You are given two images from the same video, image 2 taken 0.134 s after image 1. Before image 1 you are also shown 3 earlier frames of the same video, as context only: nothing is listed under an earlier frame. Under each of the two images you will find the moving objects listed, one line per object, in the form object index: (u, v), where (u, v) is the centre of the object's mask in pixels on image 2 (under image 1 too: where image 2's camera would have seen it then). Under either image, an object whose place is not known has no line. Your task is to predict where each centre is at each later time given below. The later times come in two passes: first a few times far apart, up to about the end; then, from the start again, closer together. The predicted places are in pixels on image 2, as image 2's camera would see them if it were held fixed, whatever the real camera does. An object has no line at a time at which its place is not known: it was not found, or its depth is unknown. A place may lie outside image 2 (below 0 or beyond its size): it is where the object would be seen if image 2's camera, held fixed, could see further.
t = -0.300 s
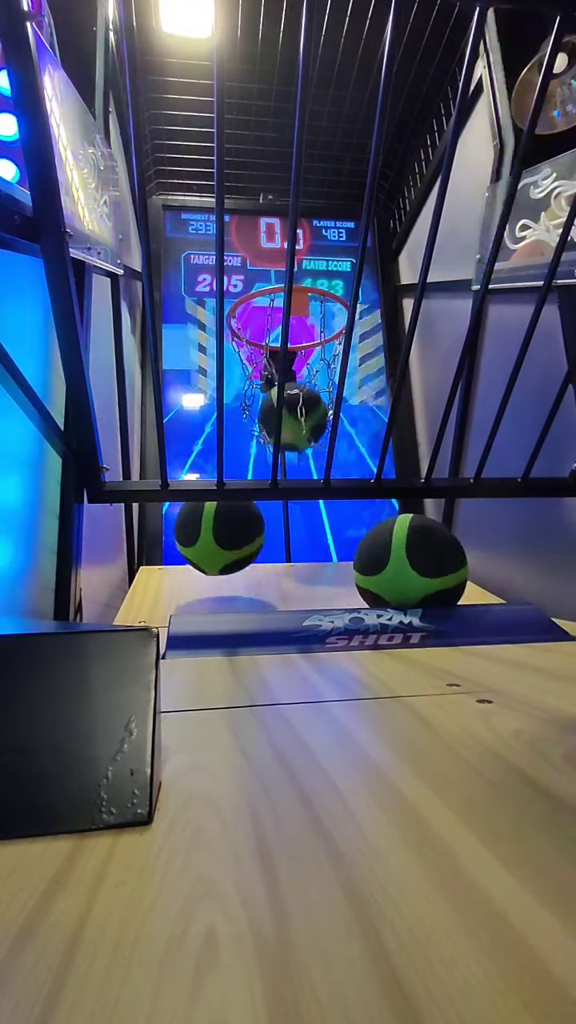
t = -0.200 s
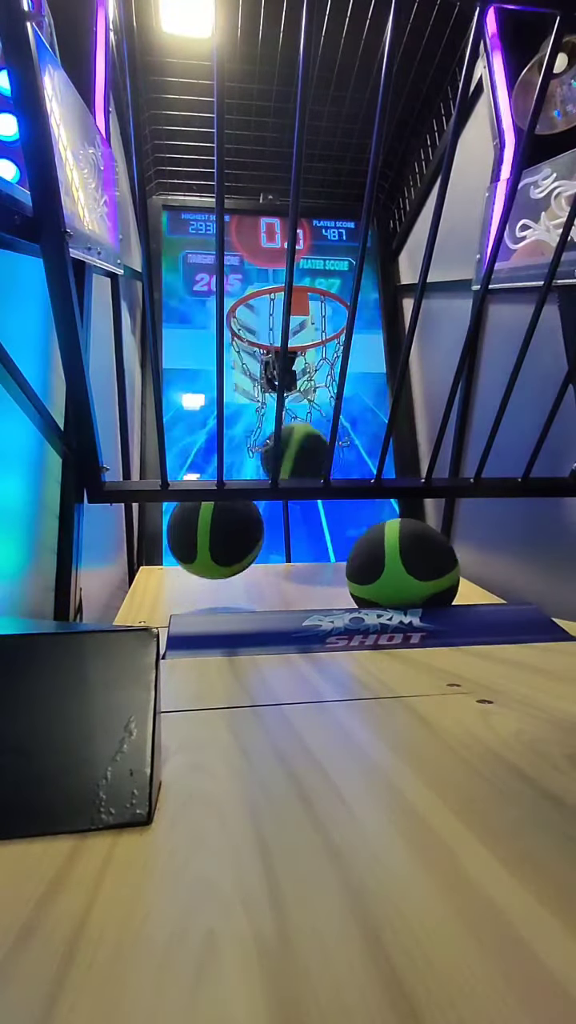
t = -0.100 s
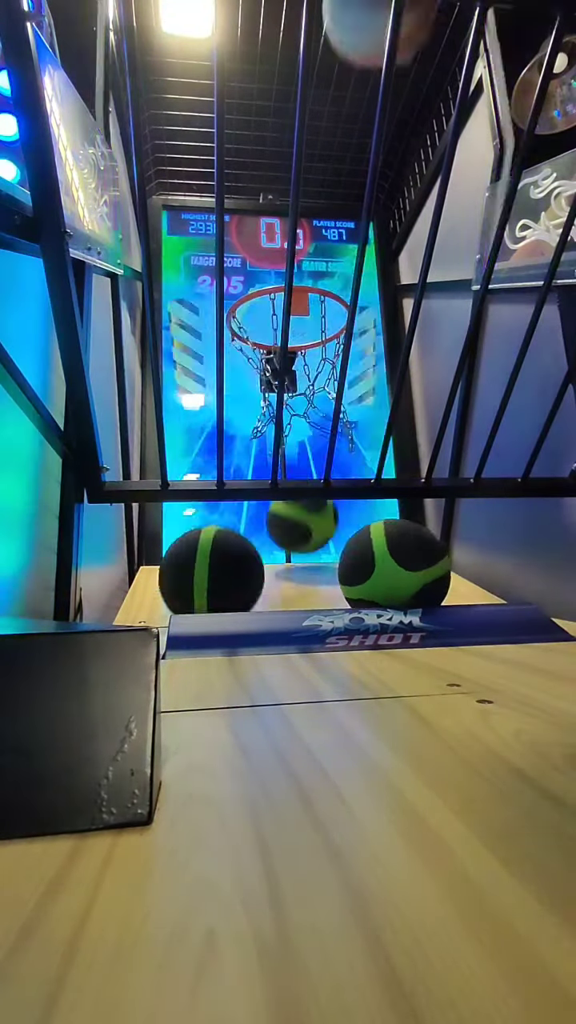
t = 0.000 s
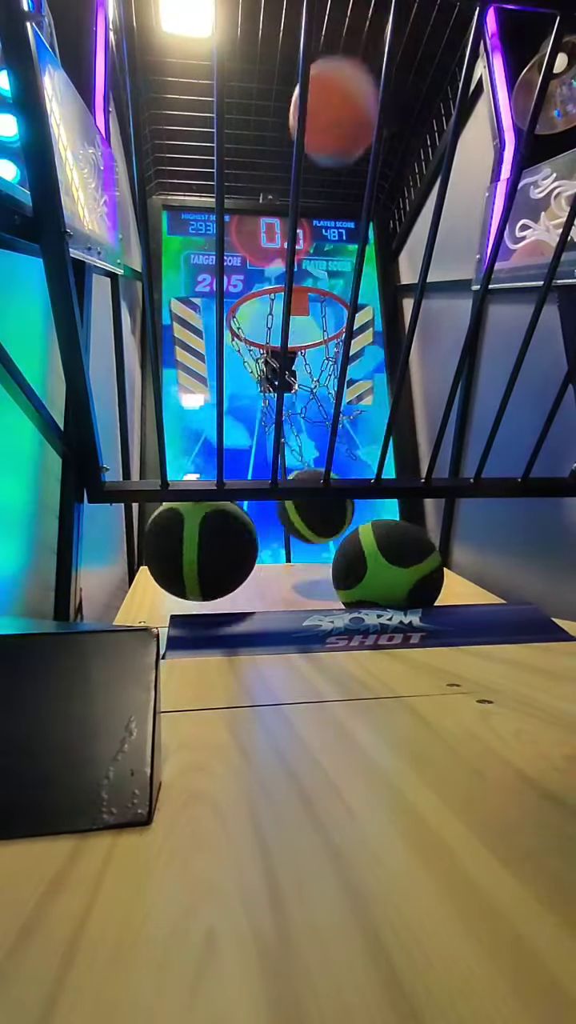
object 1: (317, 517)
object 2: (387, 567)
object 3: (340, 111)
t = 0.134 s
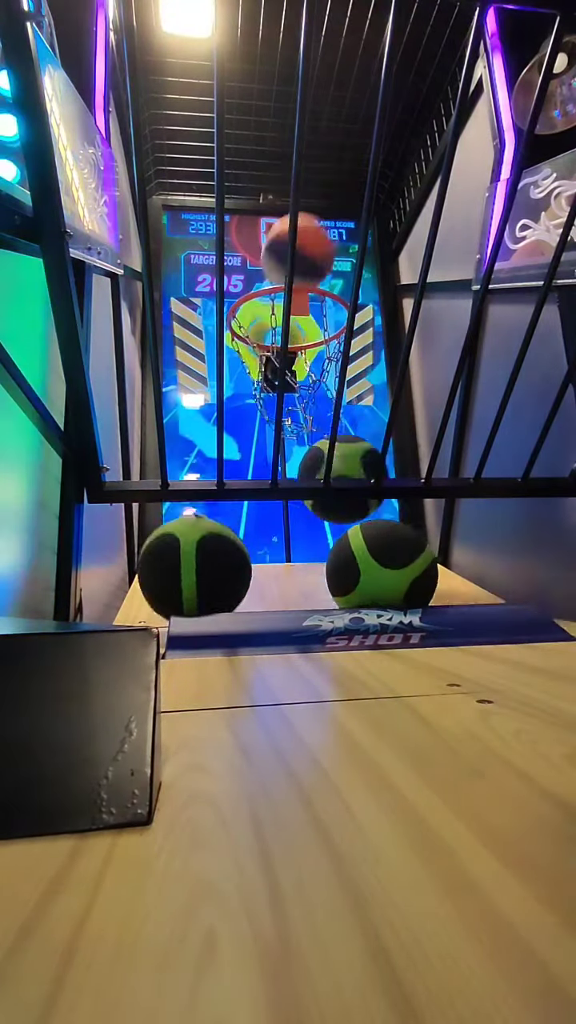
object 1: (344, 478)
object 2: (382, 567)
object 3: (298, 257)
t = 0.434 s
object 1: (416, 383)
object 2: (378, 560)
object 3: (306, 304)
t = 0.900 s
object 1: (447, 438)
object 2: (348, 568)
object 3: (312, 381)
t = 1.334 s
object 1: (424, 493)
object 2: (356, 567)
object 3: (303, 530)
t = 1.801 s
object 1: (465, 560)
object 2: (359, 568)
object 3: (386, 477)
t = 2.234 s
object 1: (530, 566)
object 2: (335, 568)
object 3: (436, 567)
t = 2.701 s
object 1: (531, 565)
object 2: (304, 571)
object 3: (441, 565)
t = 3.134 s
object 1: (530, 565)
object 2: (296, 569)
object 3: (428, 567)
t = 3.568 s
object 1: (522, 564)
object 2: (299, 568)
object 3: (423, 567)
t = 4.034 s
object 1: (509, 564)
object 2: (299, 569)
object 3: (407, 568)
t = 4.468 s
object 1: (502, 565)
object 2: (300, 569)
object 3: (417, 568)
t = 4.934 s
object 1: (505, 567)
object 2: (300, 569)
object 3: (425, 567)
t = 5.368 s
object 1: (506, 566)
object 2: (300, 569)
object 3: (425, 566)
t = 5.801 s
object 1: (506, 564)
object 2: (300, 569)
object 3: (425, 566)
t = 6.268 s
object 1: (507, 563)
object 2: (300, 569)
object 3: (425, 566)
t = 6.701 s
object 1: (507, 564)
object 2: (300, 569)
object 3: (425, 566)
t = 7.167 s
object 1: (507, 562)
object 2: (300, 569)
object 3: (425, 566)
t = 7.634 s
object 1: (507, 562)
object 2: (300, 569)
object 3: (425, 566)
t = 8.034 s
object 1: (507, 562)
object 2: (300, 569)
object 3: (425, 566)
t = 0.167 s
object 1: (349, 478)
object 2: (381, 567)
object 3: (292, 288)
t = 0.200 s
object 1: (361, 479)
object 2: (380, 569)
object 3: (282, 322)
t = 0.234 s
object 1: (373, 466)
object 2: (381, 567)
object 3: (281, 313)
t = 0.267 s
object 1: (379, 441)
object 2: (381, 564)
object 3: (278, 301)
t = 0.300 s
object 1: (383, 430)
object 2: (381, 561)
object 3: (284, 301)
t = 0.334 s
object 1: (391, 415)
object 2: (380, 560)
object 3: (298, 303)
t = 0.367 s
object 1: (398, 400)
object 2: (380, 560)
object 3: (313, 308)
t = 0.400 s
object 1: (407, 390)
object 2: (379, 559)
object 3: (315, 312)
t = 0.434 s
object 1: (416, 383)
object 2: (378, 560)
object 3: (306, 304)
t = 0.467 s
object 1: (423, 375)
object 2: (377, 562)
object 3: (298, 299)
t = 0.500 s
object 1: (431, 370)
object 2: (375, 564)
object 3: (292, 297)
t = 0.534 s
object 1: (438, 366)
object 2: (373, 568)
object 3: (283, 298)
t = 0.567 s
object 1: (451, 365)
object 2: (370, 567)
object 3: (276, 302)
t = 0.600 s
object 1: (455, 366)
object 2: (367, 567)
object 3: (270, 309)
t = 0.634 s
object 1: (458, 368)
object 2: (364, 568)
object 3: (266, 318)
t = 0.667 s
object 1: (464, 372)
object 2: (362, 568)
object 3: (268, 327)
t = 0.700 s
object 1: (463, 374)
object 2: (359, 568)
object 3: (275, 330)
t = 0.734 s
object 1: (462, 381)
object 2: (357, 568)
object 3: (280, 342)
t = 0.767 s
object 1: (461, 394)
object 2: (355, 568)
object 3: (291, 354)
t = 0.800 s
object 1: (459, 406)
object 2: (352, 568)
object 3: (297, 361)
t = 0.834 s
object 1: (455, 414)
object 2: (351, 568)
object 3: (310, 367)
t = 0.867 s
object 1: (450, 428)
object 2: (349, 568)
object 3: (312, 374)
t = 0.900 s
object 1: (447, 438)
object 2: (348, 568)
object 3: (312, 381)
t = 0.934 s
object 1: (442, 444)
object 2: (347, 568)
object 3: (311, 390)
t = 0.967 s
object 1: (437, 452)
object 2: (347, 568)
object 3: (311, 402)
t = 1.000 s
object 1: (433, 474)
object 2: (347, 568)
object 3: (318, 416)
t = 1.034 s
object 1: (429, 500)
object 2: (347, 568)
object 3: (320, 425)
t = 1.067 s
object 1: (427, 529)
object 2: (346, 568)
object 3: (319, 428)
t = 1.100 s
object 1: (425, 550)
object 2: (345, 568)
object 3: (317, 434)
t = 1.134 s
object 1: (423, 559)
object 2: (346, 568)
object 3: (316, 443)
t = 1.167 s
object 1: (425, 536)
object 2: (348, 568)
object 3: (315, 452)
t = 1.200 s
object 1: (422, 526)
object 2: (350, 568)
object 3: (316, 462)
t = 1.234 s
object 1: (420, 521)
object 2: (352, 568)
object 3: (312, 500)
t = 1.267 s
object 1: (416, 502)
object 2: (353, 568)
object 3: (309, 519)
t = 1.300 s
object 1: (423, 493)
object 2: (355, 568)
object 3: (299, 540)
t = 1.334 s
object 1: (424, 493)
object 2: (356, 567)
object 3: (303, 530)
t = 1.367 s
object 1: (423, 495)
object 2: (356, 565)
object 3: (308, 520)
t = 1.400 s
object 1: (427, 516)
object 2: (356, 565)
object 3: (316, 515)
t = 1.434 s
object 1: (431, 523)
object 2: (357, 568)
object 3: (321, 506)
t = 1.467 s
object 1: (436, 532)
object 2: (356, 568)
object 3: (330, 498)
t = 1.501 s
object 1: (441, 548)
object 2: (355, 568)
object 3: (337, 497)
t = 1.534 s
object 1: (444, 565)
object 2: (355, 568)
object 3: (340, 498)
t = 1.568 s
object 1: (447, 551)
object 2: (355, 568)
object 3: (347, 499)
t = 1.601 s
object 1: (448, 540)
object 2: (357, 568)
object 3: (352, 499)
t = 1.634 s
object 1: (454, 535)
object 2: (360, 567)
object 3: (356, 478)
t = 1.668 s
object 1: (459, 533)
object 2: (360, 565)
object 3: (366, 468)
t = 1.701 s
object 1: (464, 533)
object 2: (361, 564)
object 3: (371, 464)
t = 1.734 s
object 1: (463, 536)
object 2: (361, 566)
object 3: (374, 462)
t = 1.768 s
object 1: (466, 545)
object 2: (360, 567)
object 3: (377, 467)
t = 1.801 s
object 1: (465, 560)
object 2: (359, 568)
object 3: (386, 477)
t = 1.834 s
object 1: (465, 564)
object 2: (359, 569)
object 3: (392, 498)
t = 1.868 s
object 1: (472, 561)
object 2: (358, 566)
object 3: (395, 478)
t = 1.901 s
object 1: (483, 563)
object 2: (357, 565)
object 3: (393, 473)
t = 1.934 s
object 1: (493, 565)
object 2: (355, 566)
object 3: (392, 470)
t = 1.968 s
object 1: (499, 562)
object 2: (354, 568)
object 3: (392, 471)
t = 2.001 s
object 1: (506, 562)
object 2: (352, 566)
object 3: (394, 478)
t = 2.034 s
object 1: (514, 565)
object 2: (351, 566)
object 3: (398, 498)
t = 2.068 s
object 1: (521, 564)
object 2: (349, 566)
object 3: (406, 510)
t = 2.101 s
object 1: (526, 563)
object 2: (347, 569)
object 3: (410, 526)
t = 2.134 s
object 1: (530, 564)
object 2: (344, 568)
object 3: (417, 531)
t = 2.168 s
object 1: (531, 565)
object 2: (341, 568)
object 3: (424, 539)
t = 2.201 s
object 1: (531, 565)
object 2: (338, 568)
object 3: (432, 554)
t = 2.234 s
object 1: (530, 566)
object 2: (335, 568)
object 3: (436, 567)
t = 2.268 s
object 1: (532, 564)
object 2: (332, 568)
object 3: (440, 559)
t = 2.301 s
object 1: (530, 563)
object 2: (330, 568)
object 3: (439, 552)
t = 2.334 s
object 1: (529, 564)
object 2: (327, 569)
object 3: (439, 549)
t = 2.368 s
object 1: (529, 564)
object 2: (324, 569)
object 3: (438, 550)
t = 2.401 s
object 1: (529, 565)
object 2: (322, 569)
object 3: (439, 556)
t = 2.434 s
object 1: (529, 564)
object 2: (319, 569)
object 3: (439, 564)
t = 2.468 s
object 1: (529, 566)
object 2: (317, 570)
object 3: (442, 563)
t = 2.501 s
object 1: (531, 566)
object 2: (315, 570)
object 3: (443, 560)
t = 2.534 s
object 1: (530, 565)
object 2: (313, 570)
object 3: (443, 560)
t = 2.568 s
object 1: (530, 565)
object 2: (311, 570)
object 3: (443, 564)
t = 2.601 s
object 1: (530, 565)
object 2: (309, 570)
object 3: (442, 565)
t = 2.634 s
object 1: (531, 565)
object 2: (307, 570)
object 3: (442, 564)
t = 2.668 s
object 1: (531, 565)
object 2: (305, 570)
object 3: (441, 565)
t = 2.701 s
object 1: (531, 565)
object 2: (304, 571)
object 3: (441, 565)
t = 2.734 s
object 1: (531, 565)
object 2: (302, 571)
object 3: (440, 565)
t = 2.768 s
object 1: (531, 565)
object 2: (301, 571)
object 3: (439, 565)
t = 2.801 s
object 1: (531, 565)
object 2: (300, 571)
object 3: (438, 566)
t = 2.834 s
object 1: (531, 565)
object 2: (299, 571)
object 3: (437, 566)
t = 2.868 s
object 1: (531, 565)
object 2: (298, 571)
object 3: (436, 566)
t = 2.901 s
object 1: (531, 566)
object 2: (297, 571)
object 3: (436, 566)
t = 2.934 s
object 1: (530, 565)
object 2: (296, 571)
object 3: (435, 566)
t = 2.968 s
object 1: (530, 565)
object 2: (296, 571)
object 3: (434, 566)
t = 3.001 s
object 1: (530, 565)
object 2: (296, 569)
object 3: (432, 567)
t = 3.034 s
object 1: (530, 565)
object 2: (296, 569)
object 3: (431, 567)
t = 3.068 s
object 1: (530, 565)
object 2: (296, 569)
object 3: (430, 567)
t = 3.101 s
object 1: (530, 565)
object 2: (295, 571)
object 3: (429, 567)
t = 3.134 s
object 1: (530, 565)
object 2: (296, 569)
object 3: (428, 567)
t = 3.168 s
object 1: (529, 565)
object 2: (296, 569)
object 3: (427, 567)
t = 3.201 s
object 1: (529, 565)
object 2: (296, 569)
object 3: (426, 567)
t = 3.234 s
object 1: (528, 565)
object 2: (296, 569)
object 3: (425, 566)
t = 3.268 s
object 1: (528, 565)
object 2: (297, 569)
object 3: (424, 566)
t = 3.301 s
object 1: (527, 565)
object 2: (297, 569)
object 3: (424, 566)
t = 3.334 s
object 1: (527, 565)
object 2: (298, 569)
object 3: (423, 566)
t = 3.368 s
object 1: (526, 565)
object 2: (298, 568)
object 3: (423, 566)
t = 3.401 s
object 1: (525, 564)
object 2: (298, 568)
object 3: (422, 566)
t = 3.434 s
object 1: (525, 565)
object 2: (298, 569)
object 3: (422, 567)
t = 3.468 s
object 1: (524, 564)
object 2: (298, 568)
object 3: (422, 567)
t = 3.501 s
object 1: (523, 564)
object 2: (299, 568)
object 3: (422, 567)
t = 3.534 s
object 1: (523, 564)
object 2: (299, 568)
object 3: (423, 567)
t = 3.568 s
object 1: (522, 564)
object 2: (299, 568)
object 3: (423, 567)
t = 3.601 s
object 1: (522, 564)
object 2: (299, 569)
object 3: (422, 565)
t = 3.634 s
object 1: (520, 564)
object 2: (299, 568)
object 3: (420, 563)
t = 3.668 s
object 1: (519, 564)
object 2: (300, 569)
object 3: (418, 564)
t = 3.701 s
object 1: (519, 564)
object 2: (300, 569)
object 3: (417, 567)
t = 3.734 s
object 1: (518, 564)
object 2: (300, 569)
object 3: (414, 567)
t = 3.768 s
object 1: (517, 564)
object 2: (300, 569)
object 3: (412, 567)
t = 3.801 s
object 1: (516, 564)
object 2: (300, 569)
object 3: (410, 567)
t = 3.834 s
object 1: (515, 564)
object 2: (300, 569)
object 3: (409, 567)
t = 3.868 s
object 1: (514, 564)
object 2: (300, 569)
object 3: (407, 568)
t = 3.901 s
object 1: (513, 564)
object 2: (300, 569)
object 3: (406, 567)
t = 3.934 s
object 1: (512, 564)
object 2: (299, 569)
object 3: (406, 567)
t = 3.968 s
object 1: (511, 564)
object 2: (299, 569)
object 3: (406, 567)
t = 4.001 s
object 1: (510, 564)
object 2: (299, 569)
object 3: (407, 568)
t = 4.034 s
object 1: (509, 564)
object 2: (299, 569)
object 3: (407, 568)
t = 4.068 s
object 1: (509, 564)
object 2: (299, 569)
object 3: (408, 568)
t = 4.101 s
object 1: (508, 564)
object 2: (299, 569)
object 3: (409, 568)
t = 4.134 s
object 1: (507, 564)
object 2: (299, 569)
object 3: (410, 568)
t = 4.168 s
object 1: (506, 564)
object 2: (299, 569)
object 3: (411, 568)
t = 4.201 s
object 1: (506, 565)
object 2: (299, 569)
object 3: (413, 568)
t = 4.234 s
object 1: (505, 565)
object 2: (299, 569)
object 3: (413, 567)
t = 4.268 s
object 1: (505, 565)
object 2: (299, 569)
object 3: (414, 568)
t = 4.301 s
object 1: (504, 565)
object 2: (300, 569)
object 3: (414, 568)
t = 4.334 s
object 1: (504, 565)
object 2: (300, 568)
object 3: (414, 568)
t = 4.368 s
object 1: (503, 564)
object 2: (300, 568)
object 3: (414, 567)
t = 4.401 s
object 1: (503, 565)
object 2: (300, 569)
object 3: (415, 567)
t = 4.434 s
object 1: (503, 564)
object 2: (300, 568)
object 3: (416, 567)
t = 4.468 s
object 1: (502, 565)
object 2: (300, 569)
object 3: (417, 568)
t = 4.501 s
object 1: (502, 565)
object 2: (300, 569)
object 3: (418, 568)
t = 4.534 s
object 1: (503, 565)
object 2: (300, 569)
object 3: (419, 568)
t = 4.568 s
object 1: (503, 565)
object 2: (300, 569)
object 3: (421, 567)
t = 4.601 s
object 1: (503, 565)
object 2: (300, 569)
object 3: (421, 567)
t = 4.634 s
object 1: (503, 565)
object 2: (300, 569)
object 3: (422, 567)
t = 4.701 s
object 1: (504, 565)
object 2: (300, 569)
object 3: (423, 567)
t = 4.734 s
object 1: (504, 564)
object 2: (300, 569)
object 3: (424, 567)
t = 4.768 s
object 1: (504, 564)
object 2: (300, 569)
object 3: (425, 567)
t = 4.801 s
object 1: (505, 564)
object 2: (300, 569)
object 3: (426, 567)
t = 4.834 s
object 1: (505, 564)
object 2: (300, 569)
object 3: (425, 567)
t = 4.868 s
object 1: (505, 565)
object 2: (300, 569)
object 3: (425, 567)
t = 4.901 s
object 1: (505, 565)
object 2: (301, 569)
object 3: (425, 567)
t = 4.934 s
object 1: (505, 567)
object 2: (300, 569)
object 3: (425, 567)
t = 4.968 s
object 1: (505, 567)
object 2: (301, 570)
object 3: (425, 567)
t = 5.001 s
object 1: (505, 567)
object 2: (300, 570)
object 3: (425, 567)
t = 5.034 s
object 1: (505, 567)
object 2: (300, 570)
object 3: (425, 567)
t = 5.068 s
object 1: (505, 567)
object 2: (300, 570)
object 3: (425, 567)
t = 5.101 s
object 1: (506, 567)
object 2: (300, 570)
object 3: (425, 567)
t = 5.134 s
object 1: (506, 567)
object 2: (300, 570)
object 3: (425, 567)
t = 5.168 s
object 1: (506, 567)
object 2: (300, 569)
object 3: (425, 567)
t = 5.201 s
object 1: (506, 567)
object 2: (300, 569)
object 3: (425, 567)
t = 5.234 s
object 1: (506, 567)
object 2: (300, 569)
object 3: (425, 567)
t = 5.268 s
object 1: (506, 567)
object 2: (300, 569)
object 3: (425, 567)
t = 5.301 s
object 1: (505, 567)
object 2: (300, 569)
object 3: (425, 567)
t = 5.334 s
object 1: (506, 567)
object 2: (300, 569)
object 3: (425, 566)
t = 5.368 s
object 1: (506, 566)
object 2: (300, 569)
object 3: (425, 566)
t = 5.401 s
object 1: (506, 566)
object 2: (300, 569)
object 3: (425, 566)
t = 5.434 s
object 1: (506, 566)
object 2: (300, 569)
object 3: (425, 566)
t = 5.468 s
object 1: (506, 566)
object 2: (300, 569)
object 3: (425, 566)
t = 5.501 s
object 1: (506, 565)
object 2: (300, 569)
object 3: (425, 566)
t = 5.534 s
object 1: (506, 565)
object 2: (300, 569)
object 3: (425, 566)
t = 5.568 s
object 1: (506, 565)
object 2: (300, 569)
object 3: (425, 566)
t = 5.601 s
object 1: (506, 565)
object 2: (300, 569)
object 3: (425, 566)
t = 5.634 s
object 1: (506, 564)
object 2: (300, 569)
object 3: (425, 566)
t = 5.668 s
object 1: (506, 564)
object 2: (300, 569)
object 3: (425, 566)
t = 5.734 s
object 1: (506, 564)
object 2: (300, 569)
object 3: (425, 566)
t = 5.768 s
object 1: (506, 564)
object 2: (300, 569)
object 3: (425, 566)
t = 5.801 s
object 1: (506, 564)
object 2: (300, 569)
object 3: (425, 566)
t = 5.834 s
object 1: (507, 564)
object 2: (300, 569)
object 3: (425, 566)
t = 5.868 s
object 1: (507, 564)
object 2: (300, 569)
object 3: (425, 566)
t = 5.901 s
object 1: (507, 564)
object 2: (300, 569)
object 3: (425, 566)
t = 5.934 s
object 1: (507, 564)
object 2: (300, 569)
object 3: (425, 566)
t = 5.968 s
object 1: (507, 564)
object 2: (300, 569)
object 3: (425, 566)
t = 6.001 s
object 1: (507, 564)
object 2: (300, 569)
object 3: (425, 566)
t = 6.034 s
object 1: (507, 564)
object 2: (300, 569)
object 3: (425, 566)
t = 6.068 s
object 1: (507, 564)
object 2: (300, 569)
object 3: (425, 566)
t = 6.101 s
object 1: (507, 564)
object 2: (300, 569)
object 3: (425, 566)
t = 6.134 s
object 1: (507, 564)
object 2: (300, 569)
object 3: (425, 566)
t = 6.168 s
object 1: (507, 564)
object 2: (300, 569)
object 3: (425, 566)
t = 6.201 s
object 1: (507, 564)
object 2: (300, 569)
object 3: (425, 566)
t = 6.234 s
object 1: (507, 563)
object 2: (300, 569)
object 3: (425, 566)
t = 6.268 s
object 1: (507, 563)
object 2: (300, 569)
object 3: (425, 566)
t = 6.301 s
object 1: (507, 564)
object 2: (300, 569)
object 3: (425, 566)
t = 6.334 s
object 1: (507, 564)
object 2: (300, 569)
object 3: (425, 566)
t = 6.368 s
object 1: (507, 564)
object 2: (300, 569)
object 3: (425, 566)
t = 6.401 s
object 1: (507, 564)
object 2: (300, 569)
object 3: (425, 566)
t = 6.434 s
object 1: (507, 564)
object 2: (300, 569)
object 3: (425, 566)
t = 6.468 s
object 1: (507, 564)
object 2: (300, 569)
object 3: (425, 566)
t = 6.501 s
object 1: (507, 564)
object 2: (300, 569)
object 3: (425, 566)
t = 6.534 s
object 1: (507, 564)
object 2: (300, 569)
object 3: (425, 566)
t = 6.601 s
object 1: (507, 564)
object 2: (300, 569)
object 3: (425, 566)
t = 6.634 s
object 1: (507, 564)
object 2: (300, 569)
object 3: (425, 566)
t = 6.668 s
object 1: (507, 564)
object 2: (300, 569)
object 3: (425, 566)
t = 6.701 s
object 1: (507, 564)
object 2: (300, 569)
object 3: (425, 566)
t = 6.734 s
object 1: (506, 563)
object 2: (300, 569)
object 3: (425, 566)
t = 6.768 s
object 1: (507, 563)
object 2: (300, 569)
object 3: (425, 566)
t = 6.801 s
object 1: (507, 564)
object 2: (300, 569)
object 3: (425, 566)
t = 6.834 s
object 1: (507, 563)
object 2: (300, 569)
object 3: (425, 566)
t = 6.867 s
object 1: (507, 563)
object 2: (300, 569)
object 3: (425, 566)
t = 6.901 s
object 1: (507, 563)
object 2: (300, 569)
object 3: (425, 566)
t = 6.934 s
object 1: (507, 562)
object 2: (300, 569)
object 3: (425, 566)
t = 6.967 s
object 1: (507, 563)
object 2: (300, 569)
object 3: (425, 566)
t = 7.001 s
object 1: (507, 562)
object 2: (300, 569)
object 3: (425, 566)
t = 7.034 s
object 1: (507, 562)
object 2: (300, 569)
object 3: (425, 566)
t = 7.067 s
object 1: (507, 562)
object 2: (300, 569)
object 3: (425, 566)
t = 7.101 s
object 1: (507, 563)
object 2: (300, 569)
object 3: (425, 566)
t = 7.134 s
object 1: (507, 562)
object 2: (300, 569)
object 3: (425, 566)
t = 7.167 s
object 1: (507, 562)
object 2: (300, 569)
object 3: (425, 566)
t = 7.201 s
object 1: (507, 561)
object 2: (300, 569)
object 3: (425, 566)
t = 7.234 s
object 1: (507, 561)
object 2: (300, 569)
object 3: (425, 566)
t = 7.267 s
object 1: (507, 562)
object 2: (300, 569)
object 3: (425, 566)
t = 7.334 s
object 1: (507, 561)
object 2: (300, 569)
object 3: (425, 566)
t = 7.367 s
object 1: (507, 561)
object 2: (300, 569)
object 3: (425, 566)
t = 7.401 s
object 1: (507, 561)
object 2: (300, 569)
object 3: (425, 566)
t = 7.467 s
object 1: (507, 562)
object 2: (300, 569)
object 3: (425, 566)
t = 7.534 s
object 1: (507, 562)
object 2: (300, 569)
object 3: (425, 566)
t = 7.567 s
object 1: (507, 562)
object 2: (300, 569)
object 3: (425, 566)
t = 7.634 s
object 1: (507, 562)
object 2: (300, 569)
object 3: (425, 566)
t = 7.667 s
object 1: (507, 562)
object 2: (300, 569)
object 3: (425, 566)
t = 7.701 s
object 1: (507, 562)
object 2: (300, 569)
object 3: (425, 566)
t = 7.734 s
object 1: (507, 562)
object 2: (300, 569)
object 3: (425, 566)
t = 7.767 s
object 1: (507, 562)
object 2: (300, 569)
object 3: (425, 566)
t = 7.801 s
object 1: (507, 562)
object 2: (300, 569)
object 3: (425, 566)
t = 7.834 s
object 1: (507, 562)
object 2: (300, 569)
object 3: (425, 566)
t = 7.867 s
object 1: (507, 562)
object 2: (300, 569)
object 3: (425, 566)
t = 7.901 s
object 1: (507, 562)
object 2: (300, 569)
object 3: (425, 566)
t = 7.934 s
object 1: (507, 563)
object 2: (300, 569)
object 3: (425, 566)
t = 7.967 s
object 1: (507, 562)
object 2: (300, 569)
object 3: (425, 566)
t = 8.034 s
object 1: (507, 562)
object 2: (300, 569)
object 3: (425, 566)
